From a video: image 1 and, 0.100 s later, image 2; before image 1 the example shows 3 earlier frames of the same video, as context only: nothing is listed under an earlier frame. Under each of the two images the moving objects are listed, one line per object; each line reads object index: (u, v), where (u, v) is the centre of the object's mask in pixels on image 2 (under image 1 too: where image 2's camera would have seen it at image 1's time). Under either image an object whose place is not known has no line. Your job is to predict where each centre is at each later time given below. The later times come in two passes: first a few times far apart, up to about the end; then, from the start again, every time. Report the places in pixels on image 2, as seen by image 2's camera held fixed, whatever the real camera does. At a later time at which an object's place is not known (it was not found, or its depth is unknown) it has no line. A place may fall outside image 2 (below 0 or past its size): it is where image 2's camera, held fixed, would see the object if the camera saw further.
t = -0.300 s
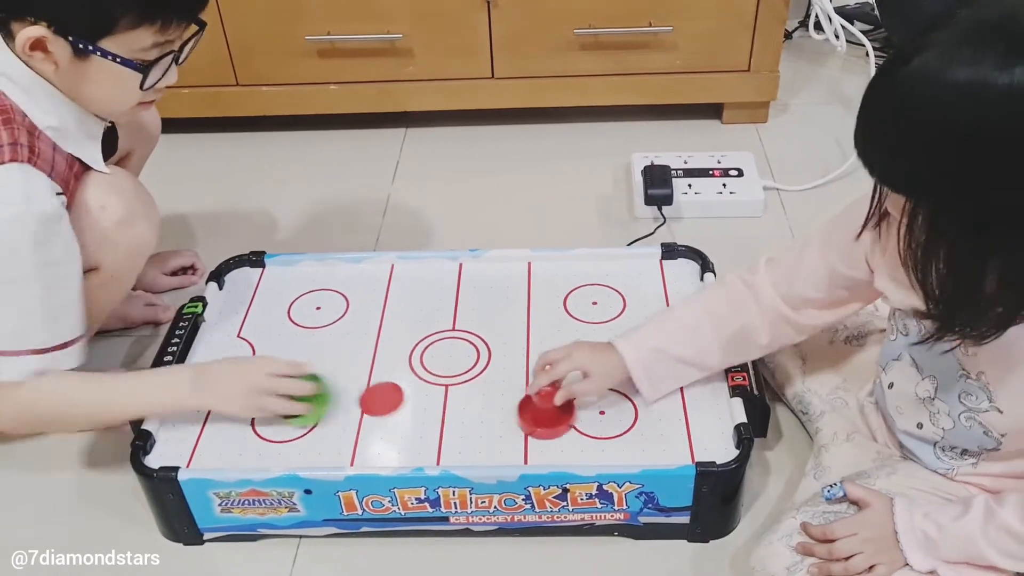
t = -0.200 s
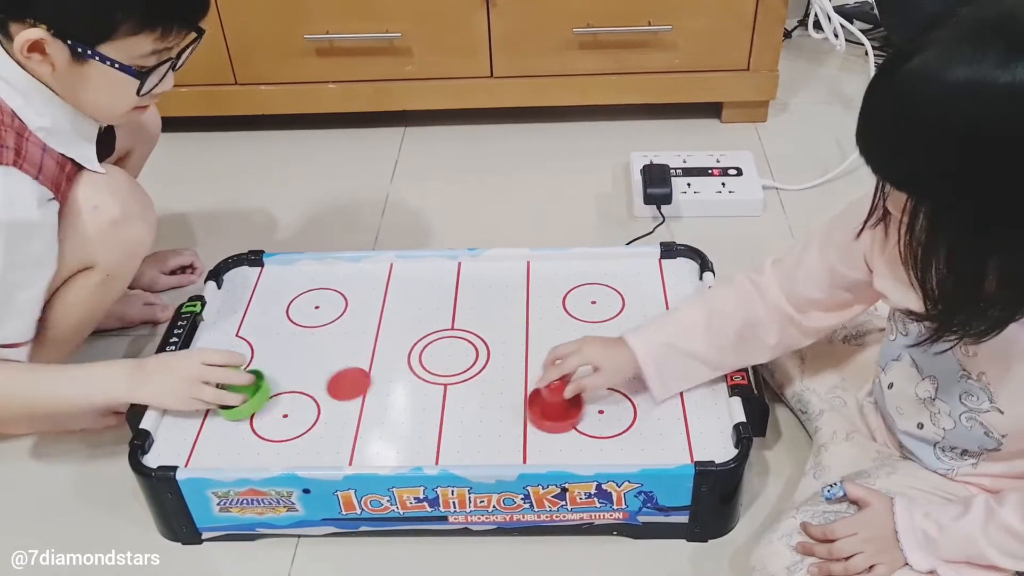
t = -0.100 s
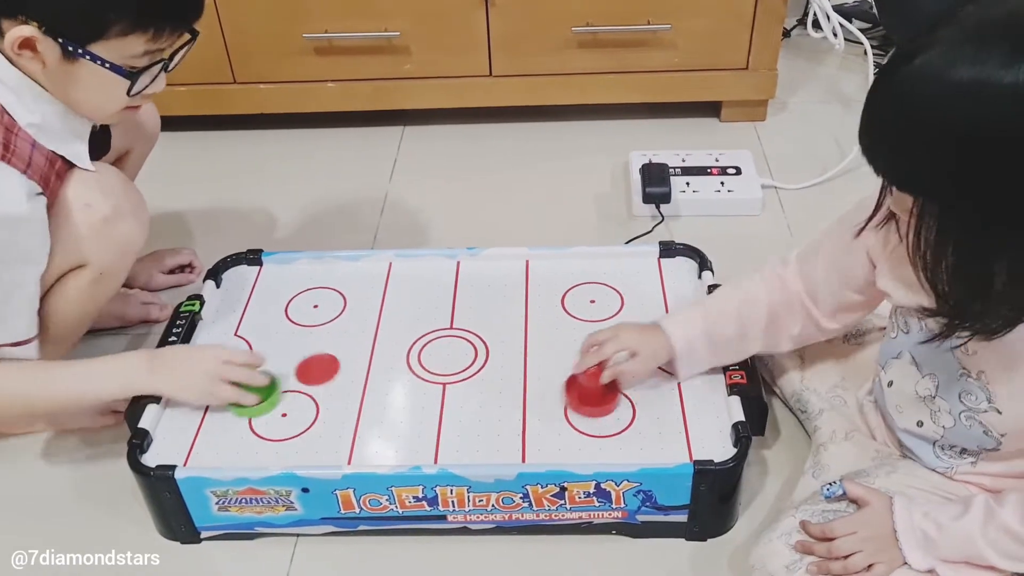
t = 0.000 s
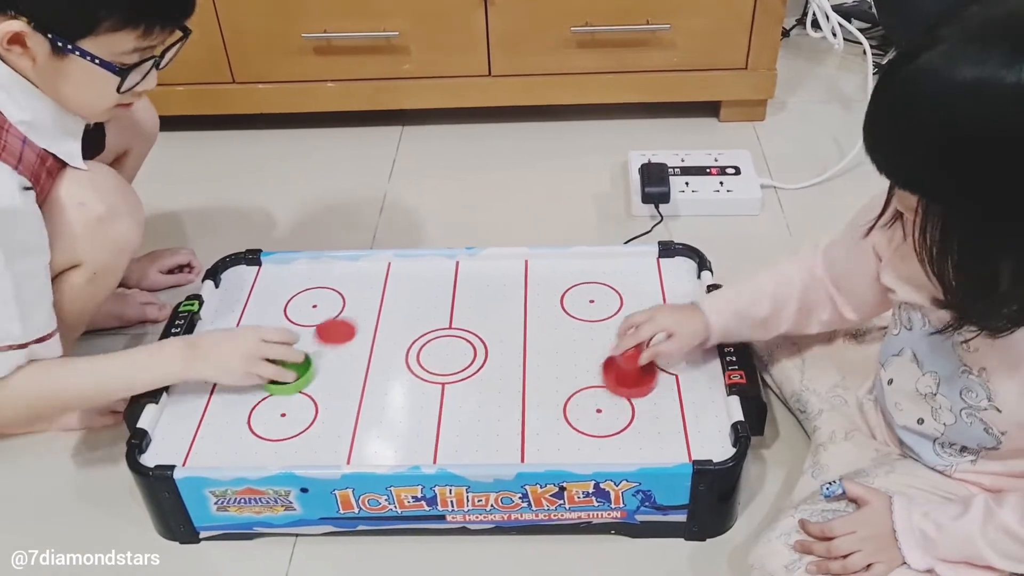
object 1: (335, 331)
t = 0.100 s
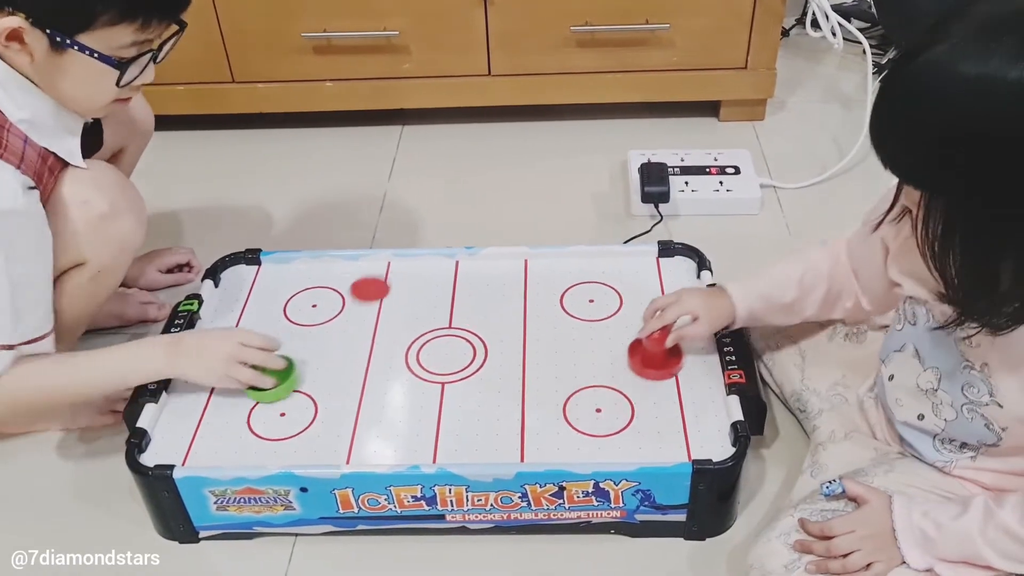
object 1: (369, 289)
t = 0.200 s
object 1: (391, 287)
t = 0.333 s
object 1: (409, 318)
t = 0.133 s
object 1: (380, 276)
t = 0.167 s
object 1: (386, 279)
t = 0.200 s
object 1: (391, 287)
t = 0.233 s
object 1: (396, 295)
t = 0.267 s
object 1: (401, 303)
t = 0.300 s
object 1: (405, 310)
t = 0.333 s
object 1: (409, 318)
